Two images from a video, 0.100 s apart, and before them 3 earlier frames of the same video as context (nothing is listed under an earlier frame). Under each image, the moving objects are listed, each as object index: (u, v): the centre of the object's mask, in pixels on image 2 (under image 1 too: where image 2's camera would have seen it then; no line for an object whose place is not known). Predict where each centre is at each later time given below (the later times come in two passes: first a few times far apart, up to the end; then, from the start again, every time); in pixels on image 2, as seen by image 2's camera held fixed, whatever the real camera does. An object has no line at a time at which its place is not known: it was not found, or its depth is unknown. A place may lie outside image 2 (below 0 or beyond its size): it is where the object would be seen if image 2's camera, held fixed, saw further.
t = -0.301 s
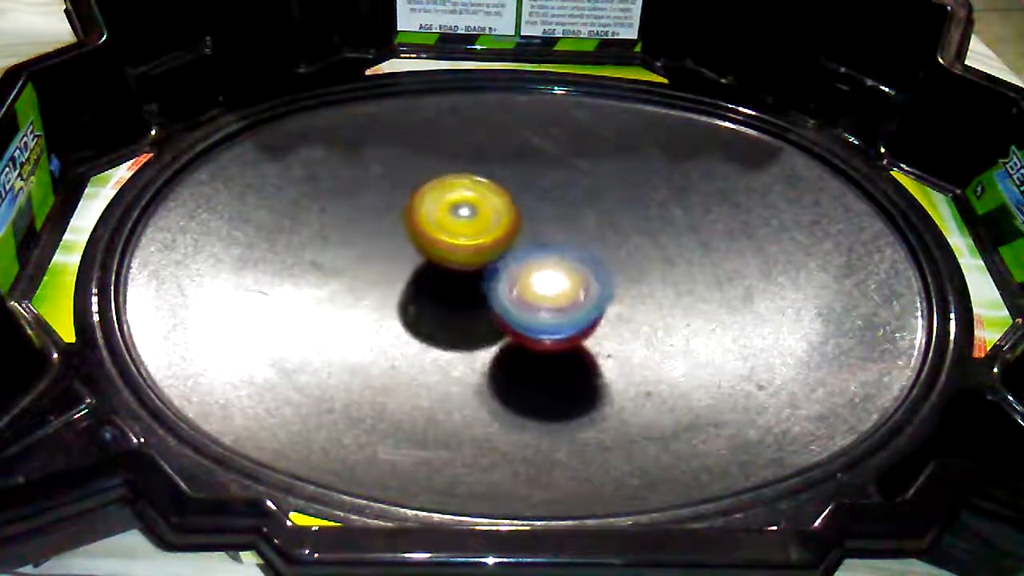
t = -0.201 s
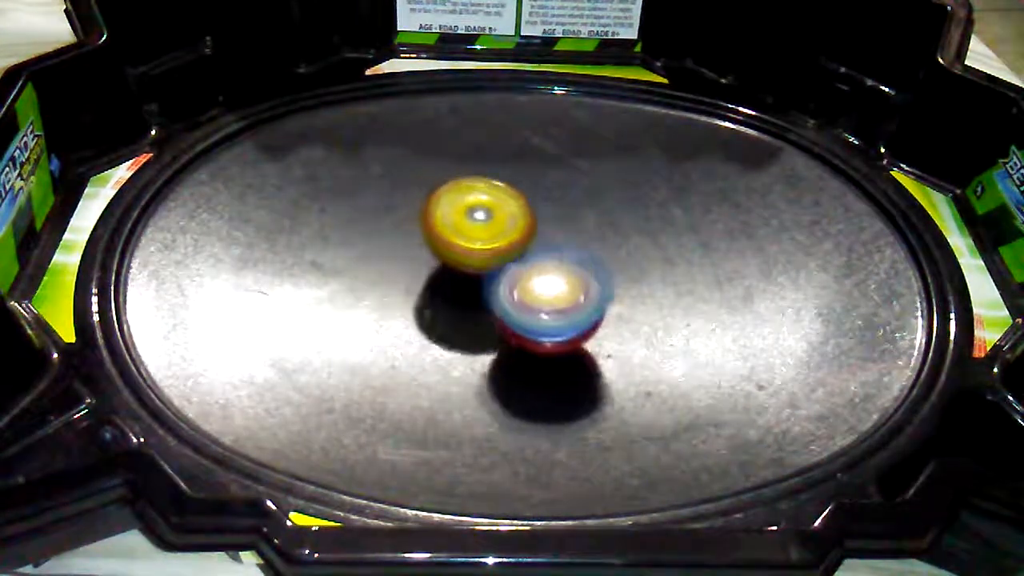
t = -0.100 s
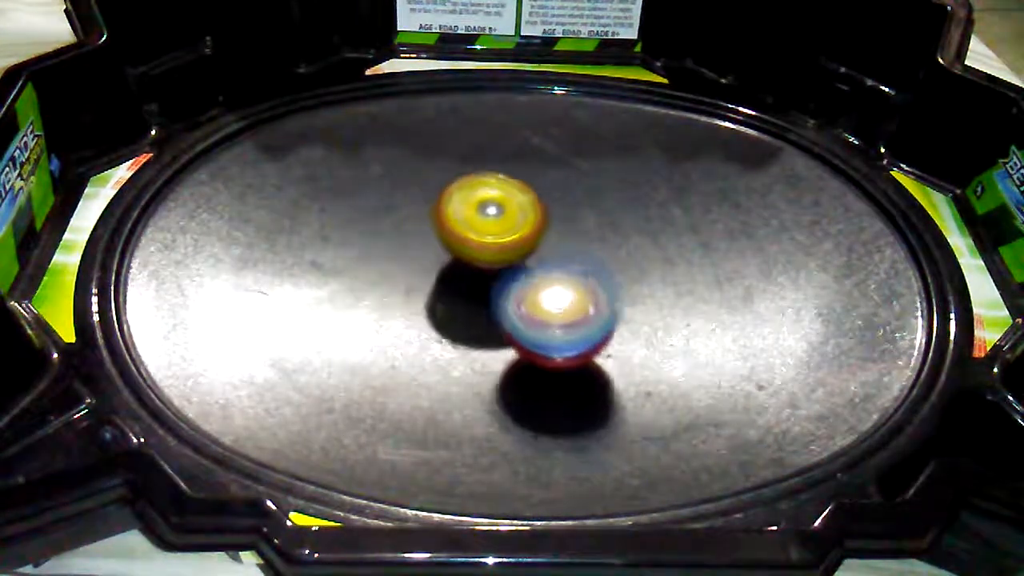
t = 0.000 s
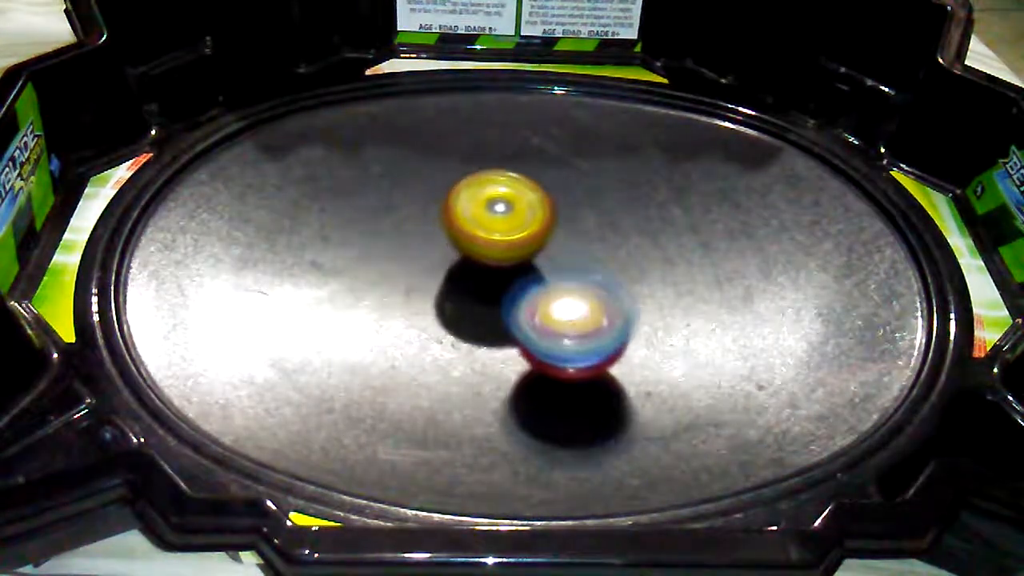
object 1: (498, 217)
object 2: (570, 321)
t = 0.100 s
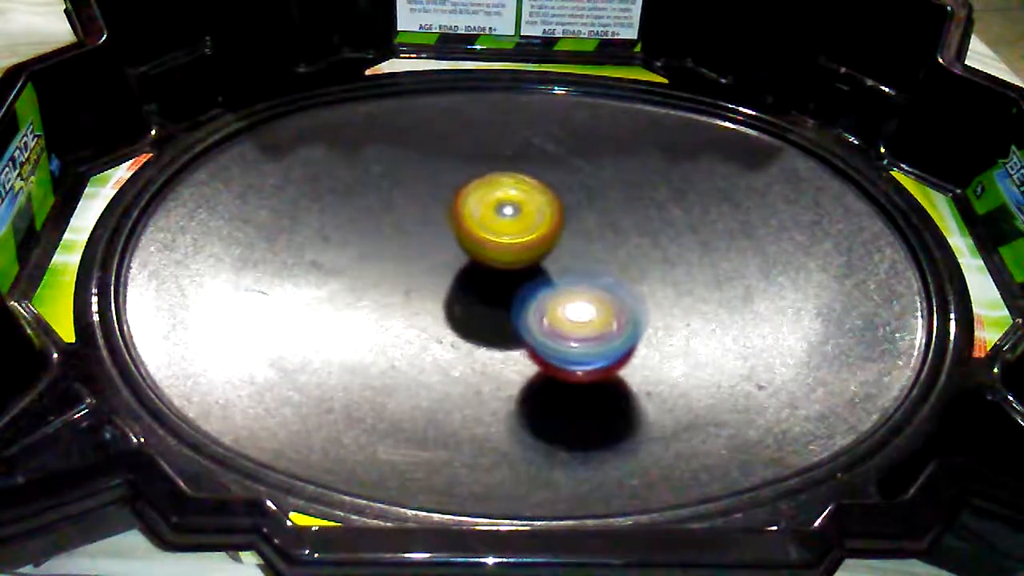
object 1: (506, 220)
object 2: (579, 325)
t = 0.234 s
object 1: (520, 230)
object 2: (582, 321)
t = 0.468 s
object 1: (528, 187)
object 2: (601, 373)
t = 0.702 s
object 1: (497, 187)
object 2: (616, 357)
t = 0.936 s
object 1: (487, 224)
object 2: (549, 304)
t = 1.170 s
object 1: (480, 236)
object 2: (504, 343)
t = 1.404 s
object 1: (497, 249)
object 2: (491, 356)
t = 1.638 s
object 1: (505, 270)
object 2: (479, 368)
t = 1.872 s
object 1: (514, 283)
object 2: (426, 359)
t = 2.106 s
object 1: (537, 295)
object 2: (386, 320)
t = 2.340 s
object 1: (558, 293)
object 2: (392, 266)
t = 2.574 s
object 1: (548, 277)
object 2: (426, 221)
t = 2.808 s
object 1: (521, 284)
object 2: (456, 182)
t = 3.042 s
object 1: (501, 287)
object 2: (490, 176)
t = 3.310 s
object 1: (461, 313)
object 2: (588, 194)
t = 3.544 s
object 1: (439, 332)
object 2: (707, 188)
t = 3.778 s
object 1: (434, 317)
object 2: (676, 221)
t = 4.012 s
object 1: (447, 283)
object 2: (618, 326)
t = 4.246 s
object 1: (474, 248)
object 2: (624, 379)
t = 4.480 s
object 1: (506, 229)
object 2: (561, 319)
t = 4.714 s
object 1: (538, 205)
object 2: (428, 329)
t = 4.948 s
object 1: (560, 230)
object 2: (366, 358)
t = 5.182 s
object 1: (571, 274)
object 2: (414, 305)
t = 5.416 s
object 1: (556, 308)
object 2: (407, 212)
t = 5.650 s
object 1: (514, 318)
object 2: (373, 204)
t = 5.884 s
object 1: (499, 344)
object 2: (434, 205)
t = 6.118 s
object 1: (506, 330)
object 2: (481, 162)
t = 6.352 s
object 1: (509, 289)
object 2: (530, 176)
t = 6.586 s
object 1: (475, 281)
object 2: (635, 200)
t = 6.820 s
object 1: (473, 262)
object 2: (693, 245)
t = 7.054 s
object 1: (477, 244)
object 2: (672, 313)
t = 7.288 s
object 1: (485, 240)
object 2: (557, 340)
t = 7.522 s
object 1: (500, 217)
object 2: (454, 323)
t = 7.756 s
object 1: (541, 198)
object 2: (387, 270)
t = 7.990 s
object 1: (621, 202)
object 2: (360, 247)
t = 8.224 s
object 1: (650, 255)
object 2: (439, 262)
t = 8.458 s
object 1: (610, 323)
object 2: (468, 302)
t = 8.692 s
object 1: (572, 368)
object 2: (388, 276)
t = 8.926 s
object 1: (498, 333)
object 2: (426, 253)
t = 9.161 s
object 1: (455, 288)
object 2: (512, 210)
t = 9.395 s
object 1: (453, 237)
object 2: (563, 237)
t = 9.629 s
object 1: (466, 213)
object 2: (567, 251)
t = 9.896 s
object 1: (478, 211)
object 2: (582, 281)
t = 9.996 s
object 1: (472, 218)
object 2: (571, 282)
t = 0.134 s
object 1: (509, 222)
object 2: (581, 325)
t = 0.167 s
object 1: (513, 224)
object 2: (582, 324)
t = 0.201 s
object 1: (516, 227)
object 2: (582, 322)
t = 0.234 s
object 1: (520, 230)
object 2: (582, 321)
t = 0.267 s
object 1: (524, 233)
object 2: (581, 319)
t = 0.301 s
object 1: (530, 234)
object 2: (579, 318)
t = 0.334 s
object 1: (534, 223)
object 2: (578, 333)
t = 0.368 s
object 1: (535, 207)
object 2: (581, 348)
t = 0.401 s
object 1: (534, 197)
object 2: (589, 361)
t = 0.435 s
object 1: (532, 191)
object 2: (596, 367)
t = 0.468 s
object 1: (528, 187)
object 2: (601, 373)
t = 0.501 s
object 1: (524, 185)
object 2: (608, 376)
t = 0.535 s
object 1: (520, 183)
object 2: (614, 379)
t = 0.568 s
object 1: (515, 182)
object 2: (619, 378)
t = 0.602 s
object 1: (511, 182)
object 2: (622, 375)
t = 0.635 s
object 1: (506, 183)
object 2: (624, 371)
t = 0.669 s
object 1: (502, 185)
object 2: (621, 366)
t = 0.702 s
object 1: (497, 187)
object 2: (616, 357)
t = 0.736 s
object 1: (494, 191)
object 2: (608, 348)
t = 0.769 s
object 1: (492, 195)
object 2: (600, 339)
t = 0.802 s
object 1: (490, 201)
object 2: (592, 332)
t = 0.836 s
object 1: (488, 207)
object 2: (580, 324)
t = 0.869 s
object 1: (488, 213)
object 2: (570, 317)
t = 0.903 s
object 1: (488, 221)
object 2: (558, 307)
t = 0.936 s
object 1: (487, 224)
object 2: (549, 304)
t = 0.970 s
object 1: (486, 219)
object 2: (540, 317)
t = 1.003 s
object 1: (484, 216)
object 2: (528, 324)
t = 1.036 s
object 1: (483, 217)
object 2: (522, 329)
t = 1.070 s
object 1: (482, 220)
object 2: (519, 333)
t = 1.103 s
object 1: (481, 225)
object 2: (514, 337)
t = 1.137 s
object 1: (481, 230)
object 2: (509, 341)
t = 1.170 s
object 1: (480, 236)
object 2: (504, 343)
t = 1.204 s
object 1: (481, 241)
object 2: (500, 345)
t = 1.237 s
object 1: (483, 245)
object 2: (498, 344)
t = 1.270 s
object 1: (485, 249)
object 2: (498, 346)
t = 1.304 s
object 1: (487, 252)
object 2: (498, 342)
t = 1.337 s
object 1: (491, 252)
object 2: (492, 348)
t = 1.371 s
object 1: (494, 249)
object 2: (491, 352)
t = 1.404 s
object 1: (497, 249)
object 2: (491, 356)
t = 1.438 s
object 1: (499, 252)
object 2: (490, 359)
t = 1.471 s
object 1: (501, 254)
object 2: (489, 362)
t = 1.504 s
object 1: (502, 257)
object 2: (488, 365)
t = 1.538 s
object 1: (503, 261)
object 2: (486, 367)
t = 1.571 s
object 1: (504, 264)
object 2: (484, 369)
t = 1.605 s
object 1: (504, 267)
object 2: (481, 370)
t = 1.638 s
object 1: (505, 270)
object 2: (479, 368)
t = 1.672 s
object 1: (504, 273)
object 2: (475, 366)
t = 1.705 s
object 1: (505, 273)
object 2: (470, 363)
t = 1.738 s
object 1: (508, 274)
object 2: (461, 363)
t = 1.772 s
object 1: (511, 276)
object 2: (453, 363)
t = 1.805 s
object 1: (512, 278)
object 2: (445, 364)
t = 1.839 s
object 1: (513, 281)
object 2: (436, 363)
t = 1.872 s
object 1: (514, 283)
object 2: (426, 359)
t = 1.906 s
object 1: (515, 285)
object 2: (419, 356)
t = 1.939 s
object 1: (517, 288)
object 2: (411, 351)
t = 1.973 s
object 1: (520, 290)
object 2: (404, 347)
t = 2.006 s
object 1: (524, 291)
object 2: (399, 335)
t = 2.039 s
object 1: (528, 293)
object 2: (393, 331)
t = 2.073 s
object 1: (533, 294)
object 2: (389, 328)
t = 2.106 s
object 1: (537, 295)
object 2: (386, 320)
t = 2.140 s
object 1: (541, 296)
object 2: (384, 308)
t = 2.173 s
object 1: (545, 297)
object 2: (386, 300)
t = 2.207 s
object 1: (549, 297)
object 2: (386, 294)
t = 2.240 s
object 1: (551, 297)
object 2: (387, 288)
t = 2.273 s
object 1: (554, 296)
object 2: (387, 282)
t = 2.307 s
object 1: (557, 295)
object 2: (390, 273)
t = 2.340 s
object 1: (558, 293)
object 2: (392, 266)
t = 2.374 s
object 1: (560, 291)
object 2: (395, 258)
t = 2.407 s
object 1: (561, 289)
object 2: (400, 253)
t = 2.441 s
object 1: (560, 286)
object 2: (405, 245)
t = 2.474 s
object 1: (559, 283)
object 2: (410, 239)
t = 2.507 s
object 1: (557, 280)
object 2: (414, 232)
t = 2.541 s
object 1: (553, 278)
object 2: (419, 226)
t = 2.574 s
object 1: (548, 277)
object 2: (426, 221)
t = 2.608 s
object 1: (543, 275)
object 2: (432, 216)
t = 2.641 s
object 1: (537, 274)
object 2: (440, 215)
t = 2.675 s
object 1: (535, 276)
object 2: (444, 207)
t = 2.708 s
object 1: (533, 280)
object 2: (447, 196)
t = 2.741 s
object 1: (530, 282)
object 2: (450, 187)
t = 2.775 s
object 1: (526, 283)
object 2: (454, 183)
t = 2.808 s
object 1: (521, 284)
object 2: (456, 182)
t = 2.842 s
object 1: (517, 285)
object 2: (460, 179)
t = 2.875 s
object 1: (513, 285)
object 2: (465, 178)
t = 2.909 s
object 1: (509, 286)
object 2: (468, 175)
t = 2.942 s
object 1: (506, 286)
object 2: (473, 174)
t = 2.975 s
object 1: (504, 287)
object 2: (478, 175)
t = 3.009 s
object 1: (502, 287)
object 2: (484, 175)
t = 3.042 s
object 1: (501, 287)
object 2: (490, 176)
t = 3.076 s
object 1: (499, 287)
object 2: (496, 179)
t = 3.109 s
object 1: (498, 287)
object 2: (502, 182)
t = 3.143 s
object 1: (497, 287)
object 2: (508, 187)
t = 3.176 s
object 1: (497, 286)
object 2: (515, 192)
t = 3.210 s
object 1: (493, 287)
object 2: (523, 198)
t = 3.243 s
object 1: (481, 296)
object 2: (541, 196)
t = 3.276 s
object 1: (469, 306)
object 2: (565, 194)
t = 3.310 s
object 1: (461, 313)
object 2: (588, 194)
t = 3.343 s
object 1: (456, 318)
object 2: (610, 194)
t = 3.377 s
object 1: (453, 322)
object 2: (632, 195)
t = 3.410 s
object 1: (449, 325)
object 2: (653, 193)
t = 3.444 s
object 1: (447, 328)
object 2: (671, 191)
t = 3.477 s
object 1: (444, 330)
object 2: (685, 190)
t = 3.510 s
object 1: (441, 331)
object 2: (699, 190)
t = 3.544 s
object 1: (439, 332)
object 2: (707, 188)
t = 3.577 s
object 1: (438, 332)
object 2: (712, 188)
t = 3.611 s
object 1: (437, 332)
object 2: (713, 190)
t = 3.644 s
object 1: (436, 330)
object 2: (710, 194)
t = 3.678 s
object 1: (435, 328)
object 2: (705, 198)
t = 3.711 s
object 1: (434, 326)
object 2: (698, 204)
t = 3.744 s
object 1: (434, 322)
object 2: (688, 212)
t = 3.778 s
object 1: (434, 317)
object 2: (676, 221)
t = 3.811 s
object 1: (435, 313)
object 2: (666, 236)
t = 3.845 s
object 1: (436, 308)
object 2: (657, 250)
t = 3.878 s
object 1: (438, 304)
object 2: (646, 268)
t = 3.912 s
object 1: (439, 299)
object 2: (639, 281)
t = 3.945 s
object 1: (441, 294)
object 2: (629, 295)
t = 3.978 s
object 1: (443, 289)
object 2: (626, 310)
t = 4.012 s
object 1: (447, 283)
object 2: (618, 326)
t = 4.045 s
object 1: (450, 279)
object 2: (612, 341)
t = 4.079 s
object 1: (454, 274)
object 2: (612, 349)
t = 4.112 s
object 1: (457, 268)
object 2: (612, 363)
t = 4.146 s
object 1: (462, 263)
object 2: (613, 372)
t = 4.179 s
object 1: (466, 258)
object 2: (618, 377)
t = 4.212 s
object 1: (471, 254)
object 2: (623, 379)
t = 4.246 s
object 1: (474, 248)
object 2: (624, 379)
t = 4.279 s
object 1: (479, 244)
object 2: (625, 377)
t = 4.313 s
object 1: (483, 240)
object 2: (622, 372)
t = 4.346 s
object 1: (488, 237)
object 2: (617, 367)
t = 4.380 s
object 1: (492, 234)
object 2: (609, 351)
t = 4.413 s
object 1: (497, 232)
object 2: (597, 341)
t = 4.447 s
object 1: (502, 230)
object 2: (579, 330)
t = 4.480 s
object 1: (506, 229)
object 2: (561, 319)
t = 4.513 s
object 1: (510, 223)
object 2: (535, 312)
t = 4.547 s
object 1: (515, 215)
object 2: (517, 311)
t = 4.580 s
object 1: (521, 208)
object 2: (500, 317)
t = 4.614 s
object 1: (526, 206)
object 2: (478, 320)
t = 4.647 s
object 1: (530, 205)
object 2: (462, 321)
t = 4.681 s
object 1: (534, 205)
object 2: (447, 324)
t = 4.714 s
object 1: (538, 205)
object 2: (428, 329)
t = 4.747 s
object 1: (542, 207)
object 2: (410, 335)
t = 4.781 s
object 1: (546, 209)
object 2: (395, 337)
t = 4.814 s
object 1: (549, 211)
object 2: (383, 343)
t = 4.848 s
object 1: (552, 215)
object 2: (371, 351)
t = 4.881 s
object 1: (555, 219)
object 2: (365, 356)
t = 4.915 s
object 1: (558, 224)
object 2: (364, 358)
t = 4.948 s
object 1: (560, 230)
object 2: (366, 358)
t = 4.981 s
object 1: (561, 235)
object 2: (369, 355)
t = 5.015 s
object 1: (563, 241)
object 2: (374, 350)
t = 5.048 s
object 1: (564, 247)
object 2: (381, 348)
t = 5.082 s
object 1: (565, 253)
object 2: (391, 341)
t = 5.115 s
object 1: (568, 260)
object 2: (399, 326)
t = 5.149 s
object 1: (570, 267)
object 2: (408, 312)
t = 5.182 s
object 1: (571, 274)
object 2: (414, 305)
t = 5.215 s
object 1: (571, 280)
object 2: (420, 290)
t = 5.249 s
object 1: (570, 285)
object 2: (421, 277)
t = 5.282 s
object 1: (568, 290)
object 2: (424, 263)
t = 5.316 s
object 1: (566, 295)
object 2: (421, 248)
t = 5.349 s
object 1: (564, 301)
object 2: (418, 234)
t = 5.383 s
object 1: (561, 304)
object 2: (413, 221)
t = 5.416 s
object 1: (556, 308)
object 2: (407, 212)
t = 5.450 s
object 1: (552, 311)
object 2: (397, 204)
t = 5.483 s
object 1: (547, 314)
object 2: (388, 196)
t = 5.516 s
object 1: (541, 316)
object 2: (380, 195)
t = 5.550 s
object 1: (534, 317)
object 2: (374, 195)
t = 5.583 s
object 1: (528, 318)
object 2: (372, 196)
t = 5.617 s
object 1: (521, 318)
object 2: (371, 201)
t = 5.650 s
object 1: (514, 318)
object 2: (373, 204)
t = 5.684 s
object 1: (507, 317)
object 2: (377, 212)
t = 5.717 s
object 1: (501, 315)
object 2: (383, 219)
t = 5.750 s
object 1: (493, 313)
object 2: (393, 229)
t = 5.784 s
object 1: (487, 311)
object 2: (409, 239)
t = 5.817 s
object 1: (489, 322)
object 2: (422, 231)
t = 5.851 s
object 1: (495, 336)
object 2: (429, 216)
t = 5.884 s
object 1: (499, 344)
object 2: (434, 205)
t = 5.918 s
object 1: (500, 348)
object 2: (441, 196)
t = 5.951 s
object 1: (501, 347)
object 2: (447, 188)
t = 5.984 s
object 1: (502, 346)
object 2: (453, 182)
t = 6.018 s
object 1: (504, 343)
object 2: (460, 176)
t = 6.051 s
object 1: (505, 339)
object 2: (467, 171)
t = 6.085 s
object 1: (506, 335)
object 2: (473, 167)
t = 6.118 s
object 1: (506, 330)
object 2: (481, 162)
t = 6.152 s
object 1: (506, 325)
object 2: (489, 159)
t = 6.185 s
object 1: (506, 320)
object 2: (497, 156)
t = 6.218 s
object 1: (507, 314)
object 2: (506, 156)
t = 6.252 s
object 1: (508, 308)
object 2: (511, 157)
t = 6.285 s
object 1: (508, 301)
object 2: (517, 160)
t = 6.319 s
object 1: (508, 295)
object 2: (522, 168)
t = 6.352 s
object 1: (509, 289)
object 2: (530, 176)
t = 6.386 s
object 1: (510, 283)
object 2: (536, 182)
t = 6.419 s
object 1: (508, 278)
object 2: (549, 194)
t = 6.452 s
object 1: (496, 283)
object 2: (571, 193)
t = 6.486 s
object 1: (485, 285)
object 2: (591, 193)
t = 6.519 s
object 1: (479, 284)
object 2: (609, 194)
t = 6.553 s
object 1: (476, 283)
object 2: (622, 197)
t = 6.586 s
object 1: (475, 281)
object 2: (635, 200)
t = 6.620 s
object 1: (475, 278)
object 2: (645, 203)
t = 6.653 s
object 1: (474, 276)
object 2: (657, 208)
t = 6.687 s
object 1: (474, 274)
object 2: (666, 215)
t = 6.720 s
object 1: (475, 271)
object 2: (677, 224)
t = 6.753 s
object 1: (474, 269)
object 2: (682, 230)
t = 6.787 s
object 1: (473, 265)
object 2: (689, 237)
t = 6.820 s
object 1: (473, 262)
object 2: (693, 245)
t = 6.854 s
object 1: (473, 259)
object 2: (697, 256)
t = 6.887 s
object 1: (473, 256)
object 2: (696, 268)
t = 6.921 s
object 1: (474, 253)
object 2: (695, 279)
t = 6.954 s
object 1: (474, 251)
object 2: (692, 286)
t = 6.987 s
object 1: (475, 248)
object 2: (687, 295)
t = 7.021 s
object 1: (476, 246)
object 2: (680, 303)
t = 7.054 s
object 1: (477, 244)
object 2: (672, 313)
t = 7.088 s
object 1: (478, 242)
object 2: (659, 321)
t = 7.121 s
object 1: (480, 241)
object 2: (644, 327)
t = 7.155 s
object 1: (480, 240)
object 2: (630, 332)
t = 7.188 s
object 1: (481, 240)
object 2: (614, 338)
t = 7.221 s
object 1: (482, 240)
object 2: (596, 339)
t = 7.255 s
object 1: (483, 240)
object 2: (576, 341)
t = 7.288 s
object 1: (485, 240)
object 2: (557, 340)
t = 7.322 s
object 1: (487, 240)
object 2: (541, 338)
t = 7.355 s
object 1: (489, 241)
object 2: (524, 335)
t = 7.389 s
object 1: (491, 239)
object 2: (512, 333)
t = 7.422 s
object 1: (494, 232)
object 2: (492, 333)
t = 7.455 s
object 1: (498, 224)
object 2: (480, 333)
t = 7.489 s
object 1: (499, 220)
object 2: (465, 329)
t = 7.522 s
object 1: (500, 217)
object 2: (454, 323)
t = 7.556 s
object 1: (500, 215)
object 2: (444, 320)
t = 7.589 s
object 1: (502, 213)
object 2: (431, 309)
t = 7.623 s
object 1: (502, 211)
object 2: (428, 303)
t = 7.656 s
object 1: (503, 211)
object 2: (427, 290)
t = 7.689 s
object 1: (505, 211)
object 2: (428, 283)
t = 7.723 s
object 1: (519, 205)
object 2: (412, 280)
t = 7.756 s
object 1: (541, 198)
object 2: (387, 270)
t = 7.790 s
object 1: (558, 196)
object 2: (369, 266)
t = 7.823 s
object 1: (572, 195)
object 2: (356, 261)
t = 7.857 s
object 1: (583, 194)
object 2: (348, 259)
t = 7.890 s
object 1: (594, 194)
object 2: (343, 257)
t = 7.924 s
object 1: (605, 196)
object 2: (346, 254)
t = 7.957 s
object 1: (613, 198)
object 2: (350, 250)
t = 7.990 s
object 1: (621, 202)
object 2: (360, 247)
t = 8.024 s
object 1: (629, 207)
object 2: (370, 247)
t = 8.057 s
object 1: (635, 213)
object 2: (384, 245)
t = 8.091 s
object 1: (639, 220)
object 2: (394, 247)
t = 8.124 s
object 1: (645, 228)
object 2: (406, 252)
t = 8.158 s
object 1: (648, 236)
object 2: (418, 257)
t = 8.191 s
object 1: (650, 245)
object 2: (426, 258)
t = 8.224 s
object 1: (650, 255)
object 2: (439, 262)
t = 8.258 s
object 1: (649, 265)
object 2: (448, 265)
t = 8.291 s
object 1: (648, 275)
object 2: (455, 274)
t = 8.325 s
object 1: (645, 283)
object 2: (459, 280)
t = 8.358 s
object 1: (636, 296)
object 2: (462, 287)
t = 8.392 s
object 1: (629, 305)
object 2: (467, 291)
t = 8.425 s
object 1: (620, 314)
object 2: (469, 295)
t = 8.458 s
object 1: (610, 323)
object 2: (468, 302)
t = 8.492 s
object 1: (599, 329)
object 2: (467, 309)
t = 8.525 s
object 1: (588, 336)
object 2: (460, 312)
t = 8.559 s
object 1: (590, 349)
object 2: (439, 305)
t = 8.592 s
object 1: (593, 358)
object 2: (420, 300)
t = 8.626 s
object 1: (587, 363)
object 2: (406, 291)
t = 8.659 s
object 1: (581, 366)
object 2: (392, 282)
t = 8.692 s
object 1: (572, 368)
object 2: (388, 276)
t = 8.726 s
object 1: (565, 368)
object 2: (384, 269)
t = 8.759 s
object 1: (555, 366)
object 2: (385, 267)
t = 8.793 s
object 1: (545, 364)
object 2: (394, 262)
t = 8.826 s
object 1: (535, 359)
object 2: (399, 258)
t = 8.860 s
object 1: (521, 352)
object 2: (404, 258)
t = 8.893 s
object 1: (512, 343)
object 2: (415, 259)
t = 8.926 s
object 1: (498, 333)
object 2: (426, 253)
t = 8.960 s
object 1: (488, 326)
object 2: (437, 245)
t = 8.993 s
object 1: (478, 324)
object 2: (451, 232)
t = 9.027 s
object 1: (470, 319)
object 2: (464, 224)
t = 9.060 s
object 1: (466, 314)
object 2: (473, 219)
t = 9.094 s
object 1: (461, 306)
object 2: (489, 211)
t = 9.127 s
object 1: (458, 297)
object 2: (500, 209)
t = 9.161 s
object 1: (455, 288)
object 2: (512, 210)
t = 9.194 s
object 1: (455, 279)
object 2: (523, 213)
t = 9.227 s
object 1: (454, 271)
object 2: (531, 220)
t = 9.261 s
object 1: (454, 263)
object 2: (541, 224)
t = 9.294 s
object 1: (451, 255)
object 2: (551, 229)
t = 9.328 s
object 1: (451, 249)
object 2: (557, 231)
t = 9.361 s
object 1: (452, 242)
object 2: (561, 234)
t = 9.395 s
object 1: (453, 237)
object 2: (563, 237)
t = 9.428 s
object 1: (454, 231)
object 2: (565, 242)
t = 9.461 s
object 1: (455, 226)
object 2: (565, 247)
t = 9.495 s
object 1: (456, 221)
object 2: (565, 249)
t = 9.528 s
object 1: (458, 217)
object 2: (565, 249)
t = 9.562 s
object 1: (461, 215)
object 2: (566, 250)
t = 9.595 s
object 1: (463, 213)
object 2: (566, 250)
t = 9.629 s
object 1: (466, 213)
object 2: (567, 251)
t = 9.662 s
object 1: (470, 212)
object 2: (567, 251)
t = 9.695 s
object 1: (472, 212)
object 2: (568, 251)
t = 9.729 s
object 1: (476, 212)
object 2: (568, 254)
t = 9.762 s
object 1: (480, 214)
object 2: (569, 256)
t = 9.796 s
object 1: (479, 212)
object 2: (569, 259)
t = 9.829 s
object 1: (479, 209)
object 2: (574, 269)
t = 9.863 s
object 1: (479, 209)
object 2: (579, 276)
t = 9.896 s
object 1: (478, 211)
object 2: (582, 281)
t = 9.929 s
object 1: (476, 213)
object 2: (582, 283)
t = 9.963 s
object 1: (474, 215)
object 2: (577, 284)
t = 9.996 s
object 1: (472, 218)
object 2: (571, 282)
